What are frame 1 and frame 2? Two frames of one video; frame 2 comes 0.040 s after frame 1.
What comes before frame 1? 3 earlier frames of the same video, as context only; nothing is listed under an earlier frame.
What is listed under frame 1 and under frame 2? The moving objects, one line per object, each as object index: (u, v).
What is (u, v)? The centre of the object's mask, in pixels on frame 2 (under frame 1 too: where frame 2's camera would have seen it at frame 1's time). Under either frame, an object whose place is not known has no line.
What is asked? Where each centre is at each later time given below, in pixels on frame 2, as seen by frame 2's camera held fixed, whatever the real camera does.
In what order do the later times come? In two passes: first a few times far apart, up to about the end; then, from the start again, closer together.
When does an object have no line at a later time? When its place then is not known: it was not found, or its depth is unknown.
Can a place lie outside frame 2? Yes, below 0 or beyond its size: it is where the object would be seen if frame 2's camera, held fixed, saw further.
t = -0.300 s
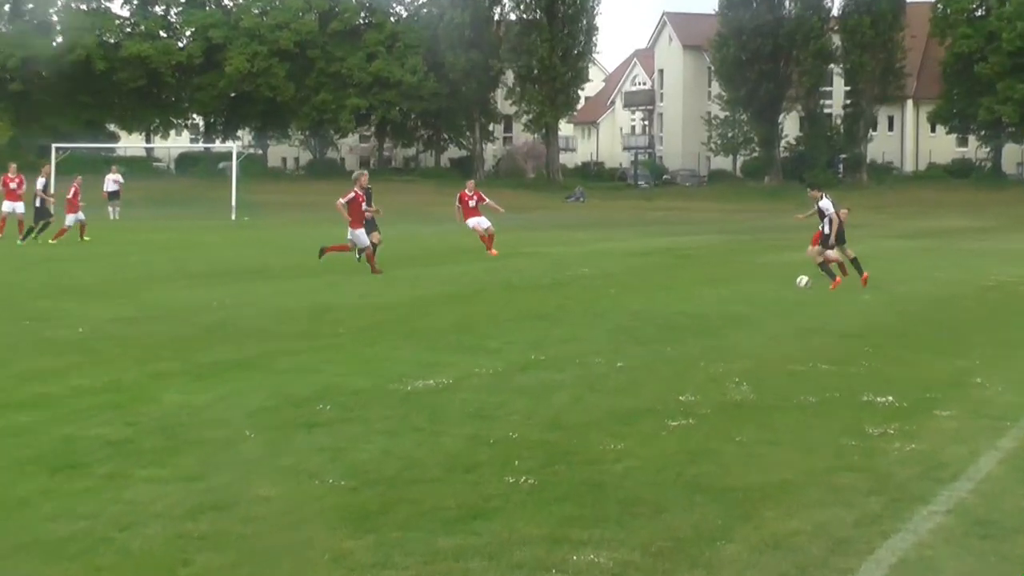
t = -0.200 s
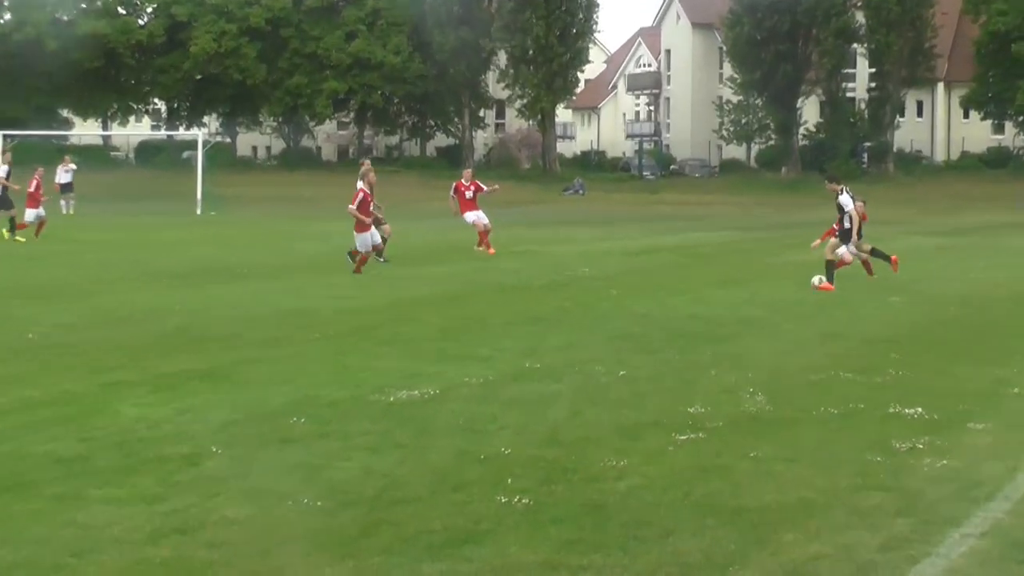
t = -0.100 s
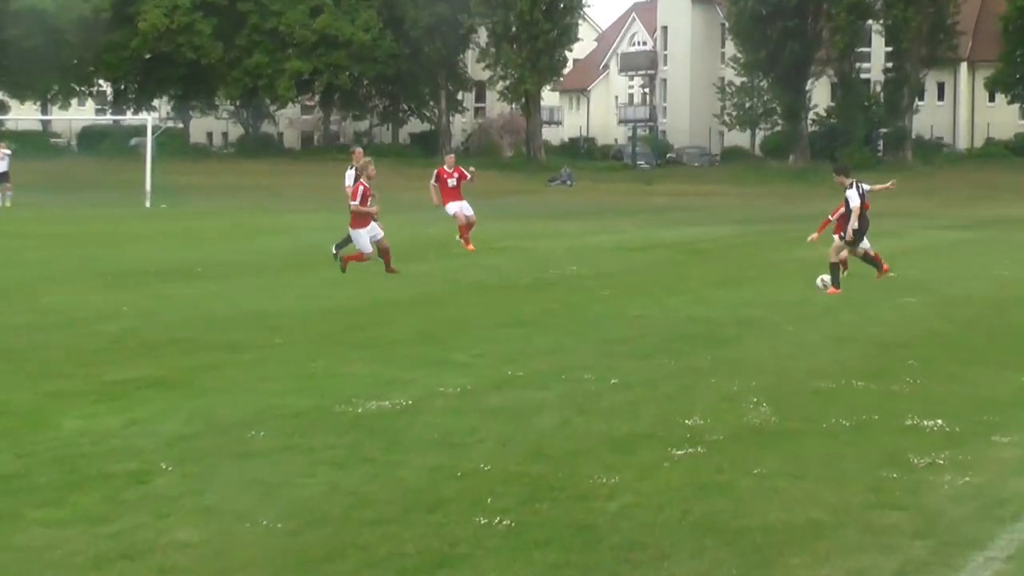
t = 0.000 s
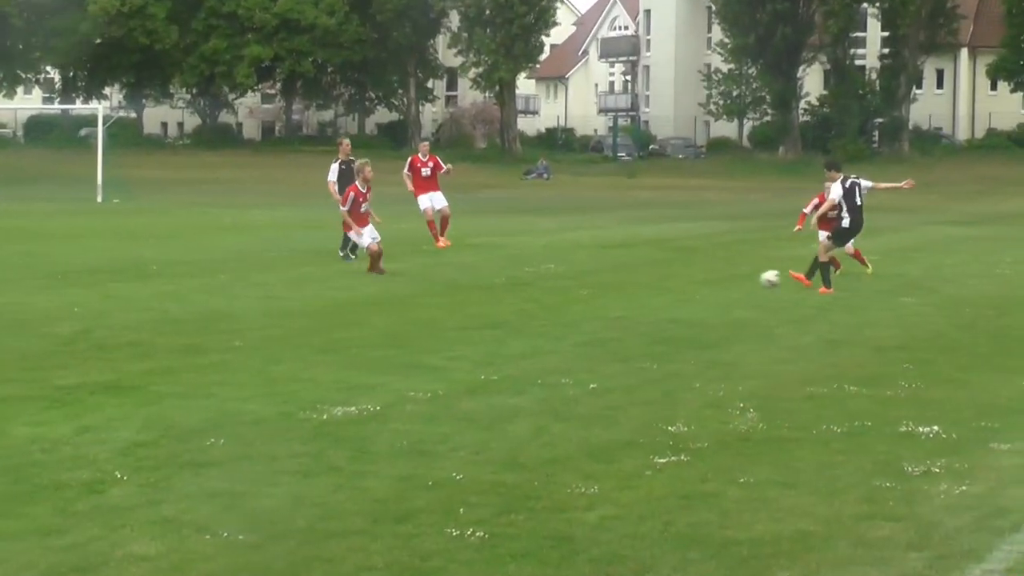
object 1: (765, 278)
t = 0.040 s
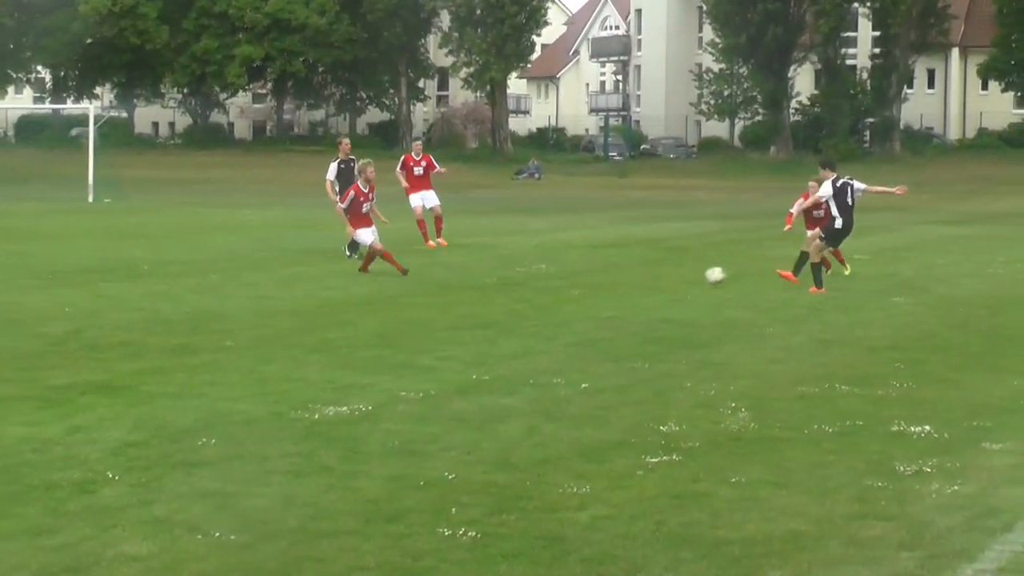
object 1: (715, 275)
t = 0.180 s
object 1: (539, 277)
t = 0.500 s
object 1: (199, 277)
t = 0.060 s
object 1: (690, 274)
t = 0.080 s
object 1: (665, 274)
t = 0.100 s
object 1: (640, 274)
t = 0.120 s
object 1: (614, 275)
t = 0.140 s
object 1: (589, 275)
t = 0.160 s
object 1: (564, 277)
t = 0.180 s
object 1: (539, 277)
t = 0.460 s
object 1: (235, 279)
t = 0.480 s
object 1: (216, 278)
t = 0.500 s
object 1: (199, 277)
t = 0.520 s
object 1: (182, 276)
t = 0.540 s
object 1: (165, 275)
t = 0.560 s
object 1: (148, 274)
